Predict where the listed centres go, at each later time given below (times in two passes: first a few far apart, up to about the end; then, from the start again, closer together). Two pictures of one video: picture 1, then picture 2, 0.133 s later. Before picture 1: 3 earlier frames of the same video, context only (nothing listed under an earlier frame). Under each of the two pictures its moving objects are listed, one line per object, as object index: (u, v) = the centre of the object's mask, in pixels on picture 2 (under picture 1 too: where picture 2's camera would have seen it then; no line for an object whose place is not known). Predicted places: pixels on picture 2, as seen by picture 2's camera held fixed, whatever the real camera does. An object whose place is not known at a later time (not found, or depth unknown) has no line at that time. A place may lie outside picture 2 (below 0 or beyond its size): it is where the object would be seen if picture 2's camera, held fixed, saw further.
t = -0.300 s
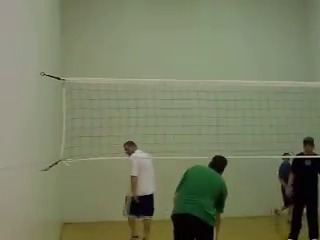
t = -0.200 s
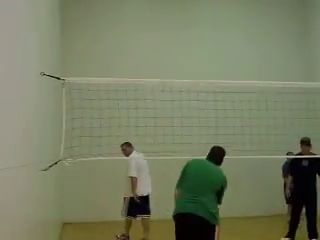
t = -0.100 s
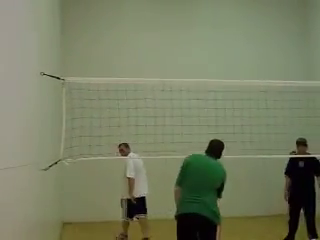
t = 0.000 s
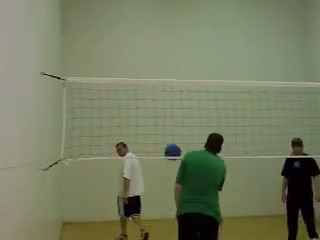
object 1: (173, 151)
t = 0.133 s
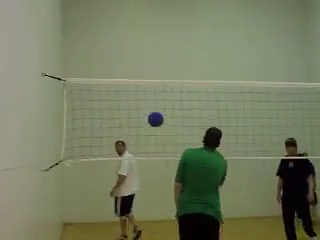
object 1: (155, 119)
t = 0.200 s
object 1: (147, 108)
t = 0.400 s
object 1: (127, 98)
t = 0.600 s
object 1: (109, 114)
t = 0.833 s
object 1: (93, 161)
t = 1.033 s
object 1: (83, 217)
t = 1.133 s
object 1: (79, 232)
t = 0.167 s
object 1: (151, 113)
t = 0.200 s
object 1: (147, 108)
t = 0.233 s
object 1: (143, 104)
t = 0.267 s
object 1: (139, 102)
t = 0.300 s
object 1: (136, 99)
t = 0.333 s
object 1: (133, 98)
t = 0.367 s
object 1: (130, 97)
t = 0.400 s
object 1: (127, 98)
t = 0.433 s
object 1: (123, 99)
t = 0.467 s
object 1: (120, 101)
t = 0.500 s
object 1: (117, 103)
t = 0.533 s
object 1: (115, 106)
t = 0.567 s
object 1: (112, 110)
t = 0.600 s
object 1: (109, 114)
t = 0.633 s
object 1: (107, 119)
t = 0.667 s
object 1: (104, 124)
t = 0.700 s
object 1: (102, 131)
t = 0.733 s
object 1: (100, 137)
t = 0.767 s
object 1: (97, 144)
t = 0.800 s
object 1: (95, 151)
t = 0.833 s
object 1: (93, 161)
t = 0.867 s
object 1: (92, 168)
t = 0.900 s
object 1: (90, 177)
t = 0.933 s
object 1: (88, 186)
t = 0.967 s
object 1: (86, 196)
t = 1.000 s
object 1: (85, 206)
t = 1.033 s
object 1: (83, 217)
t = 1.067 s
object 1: (82, 227)
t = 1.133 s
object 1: (79, 232)
